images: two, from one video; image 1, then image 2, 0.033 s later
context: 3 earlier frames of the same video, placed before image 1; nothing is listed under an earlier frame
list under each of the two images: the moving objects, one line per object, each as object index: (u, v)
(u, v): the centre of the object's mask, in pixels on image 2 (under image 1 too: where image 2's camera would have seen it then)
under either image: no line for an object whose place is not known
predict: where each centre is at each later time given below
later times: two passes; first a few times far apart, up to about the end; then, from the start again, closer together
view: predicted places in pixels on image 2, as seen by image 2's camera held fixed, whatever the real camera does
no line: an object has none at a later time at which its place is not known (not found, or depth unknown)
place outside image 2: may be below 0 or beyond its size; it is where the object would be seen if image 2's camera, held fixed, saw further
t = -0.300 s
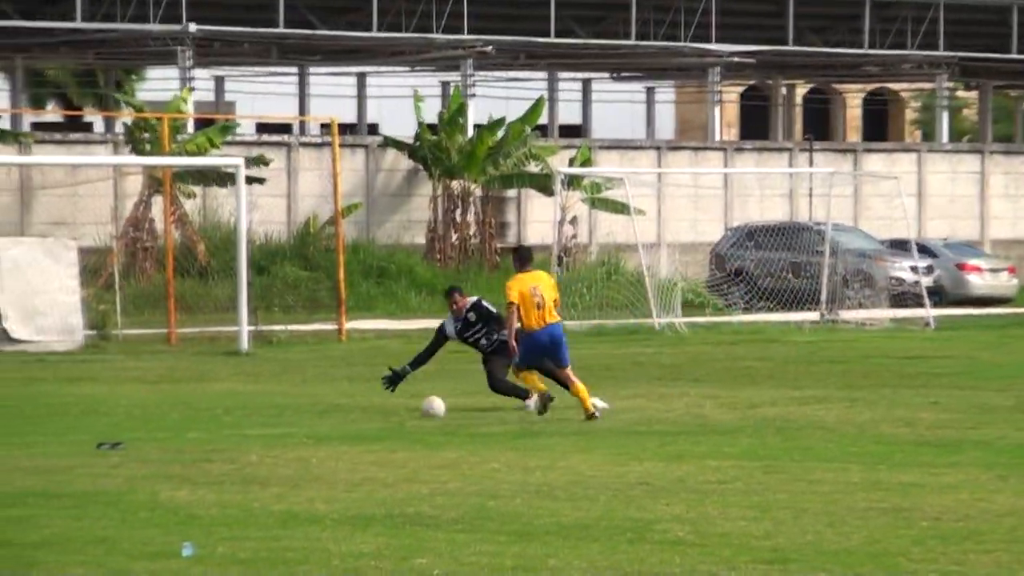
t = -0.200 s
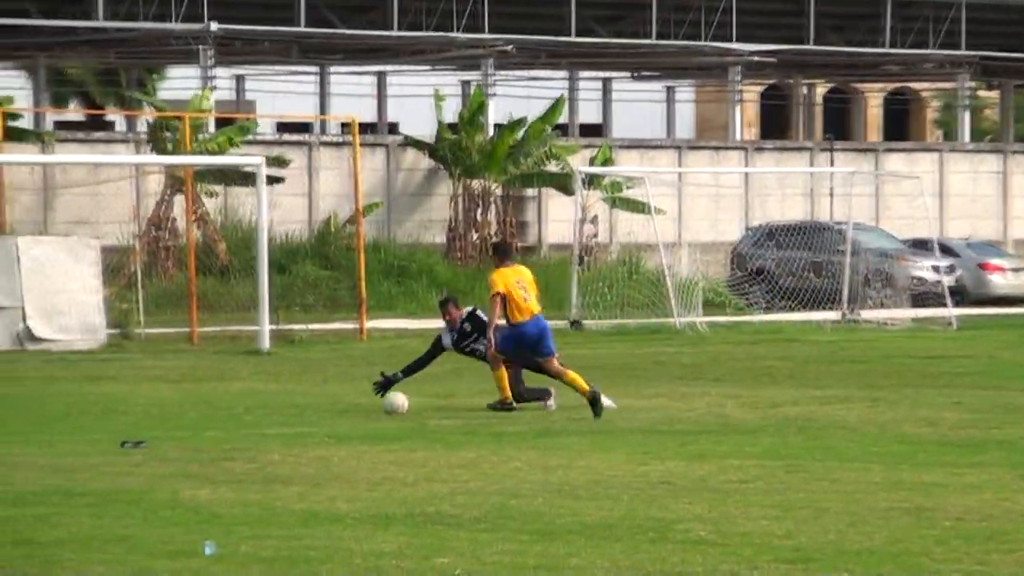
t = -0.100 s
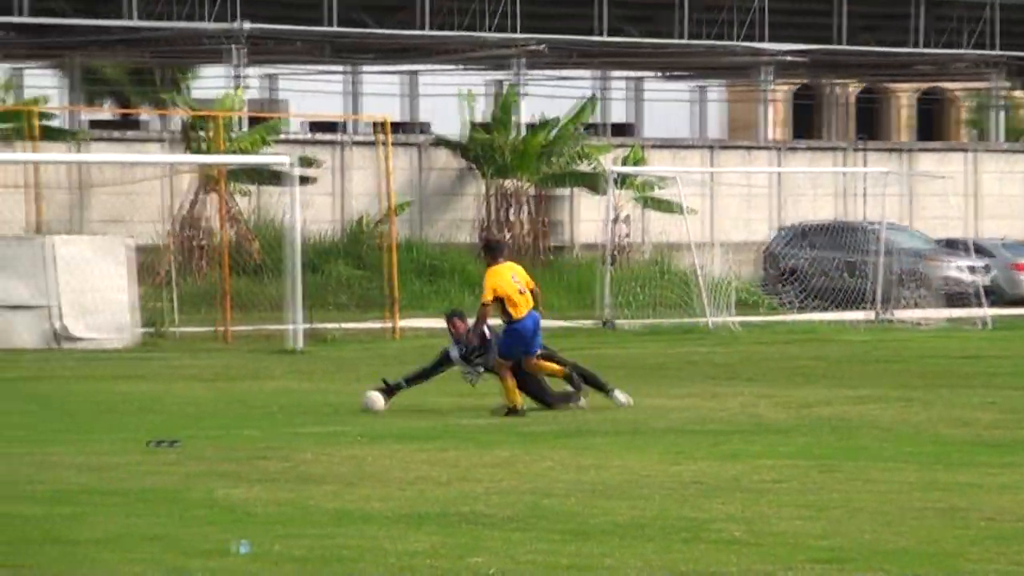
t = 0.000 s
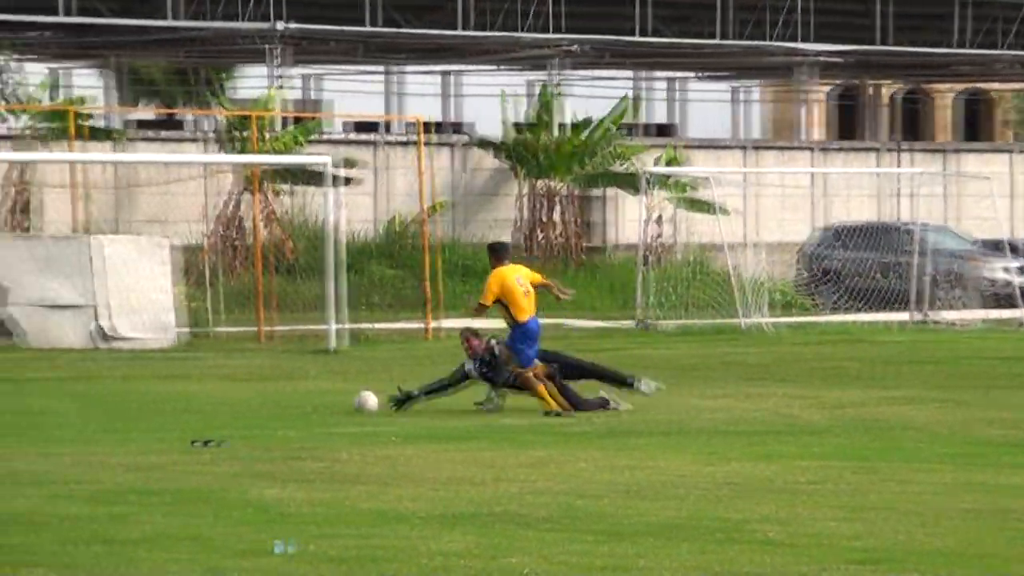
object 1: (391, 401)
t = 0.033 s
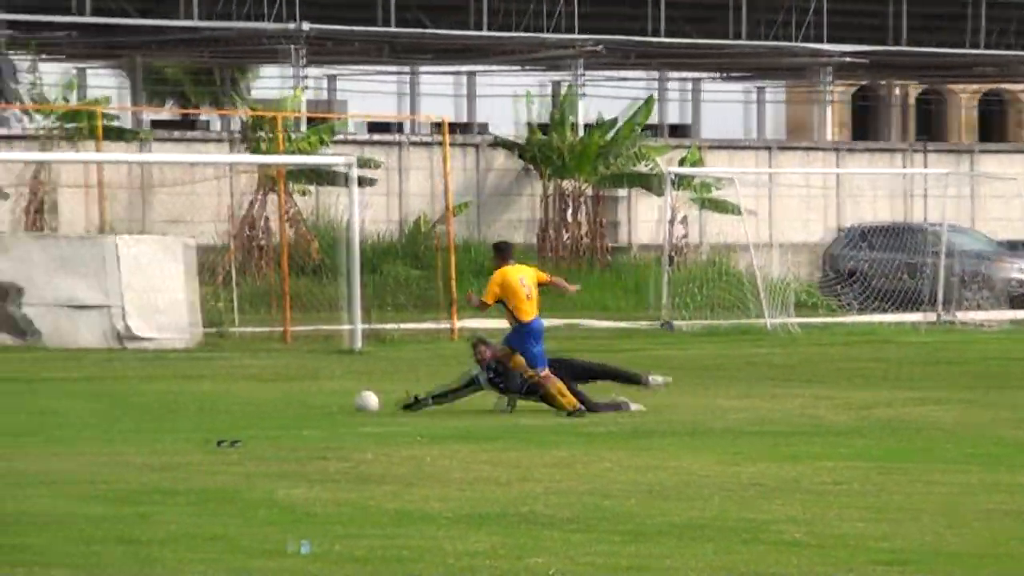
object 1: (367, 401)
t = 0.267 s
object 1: (285, 397)
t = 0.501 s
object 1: (199, 396)
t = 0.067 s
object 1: (356, 400)
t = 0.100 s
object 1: (344, 400)
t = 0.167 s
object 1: (311, 399)
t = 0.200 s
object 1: (301, 398)
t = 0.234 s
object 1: (292, 398)
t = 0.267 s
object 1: (285, 397)
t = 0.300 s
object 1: (261, 396)
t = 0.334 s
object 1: (253, 396)
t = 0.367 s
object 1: (245, 396)
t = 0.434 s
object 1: (214, 396)
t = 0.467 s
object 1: (206, 396)
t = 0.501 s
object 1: (199, 396)
